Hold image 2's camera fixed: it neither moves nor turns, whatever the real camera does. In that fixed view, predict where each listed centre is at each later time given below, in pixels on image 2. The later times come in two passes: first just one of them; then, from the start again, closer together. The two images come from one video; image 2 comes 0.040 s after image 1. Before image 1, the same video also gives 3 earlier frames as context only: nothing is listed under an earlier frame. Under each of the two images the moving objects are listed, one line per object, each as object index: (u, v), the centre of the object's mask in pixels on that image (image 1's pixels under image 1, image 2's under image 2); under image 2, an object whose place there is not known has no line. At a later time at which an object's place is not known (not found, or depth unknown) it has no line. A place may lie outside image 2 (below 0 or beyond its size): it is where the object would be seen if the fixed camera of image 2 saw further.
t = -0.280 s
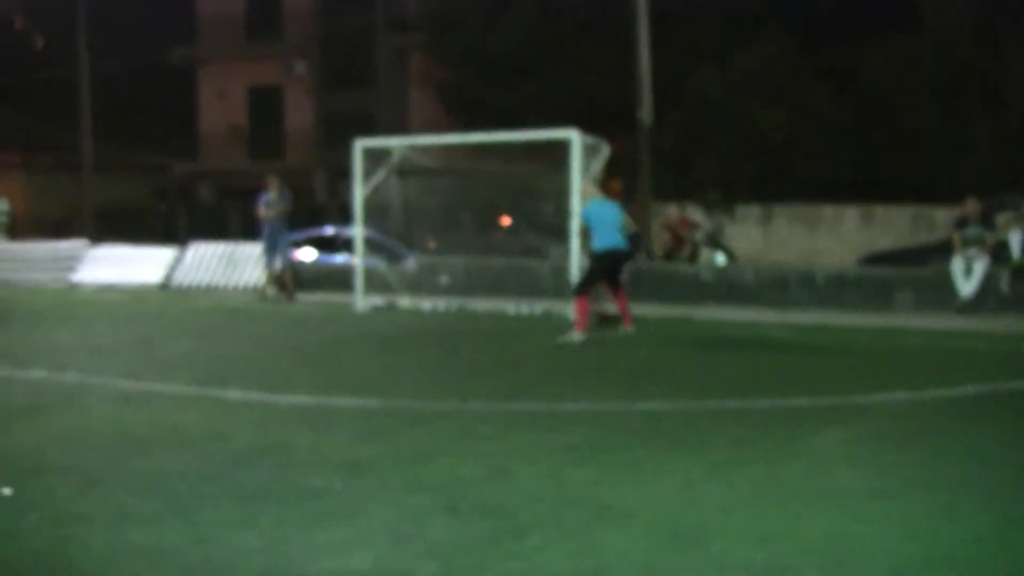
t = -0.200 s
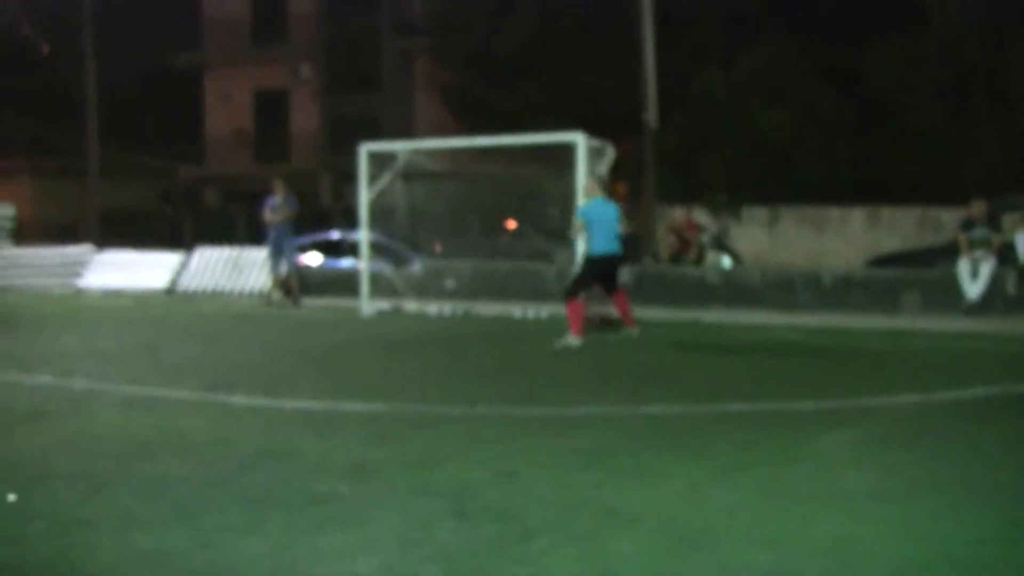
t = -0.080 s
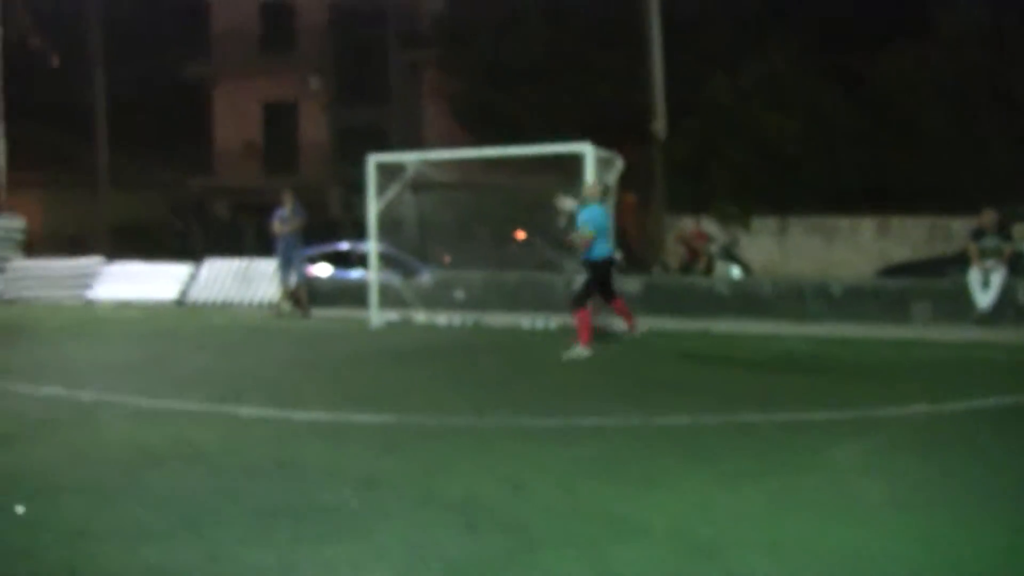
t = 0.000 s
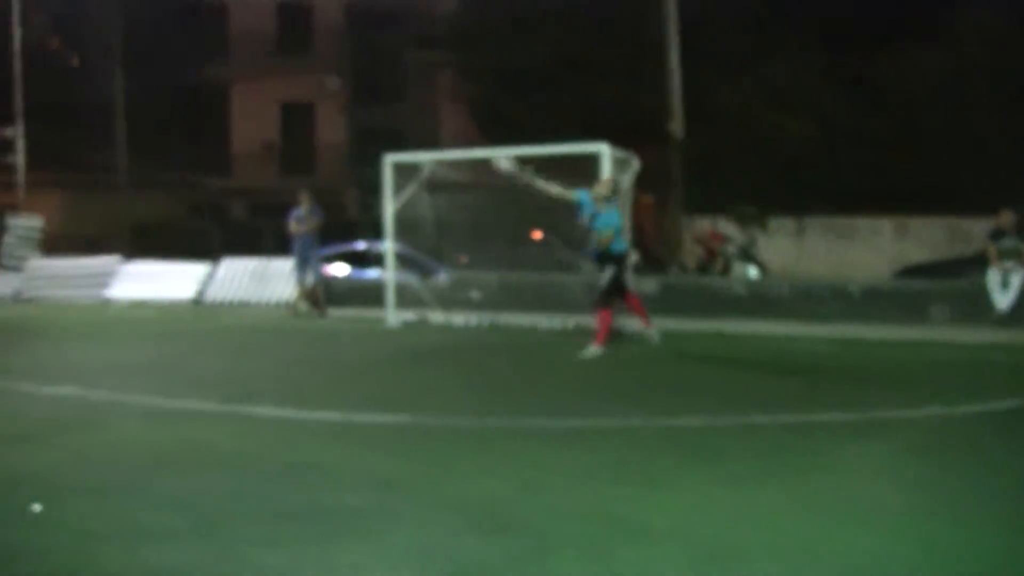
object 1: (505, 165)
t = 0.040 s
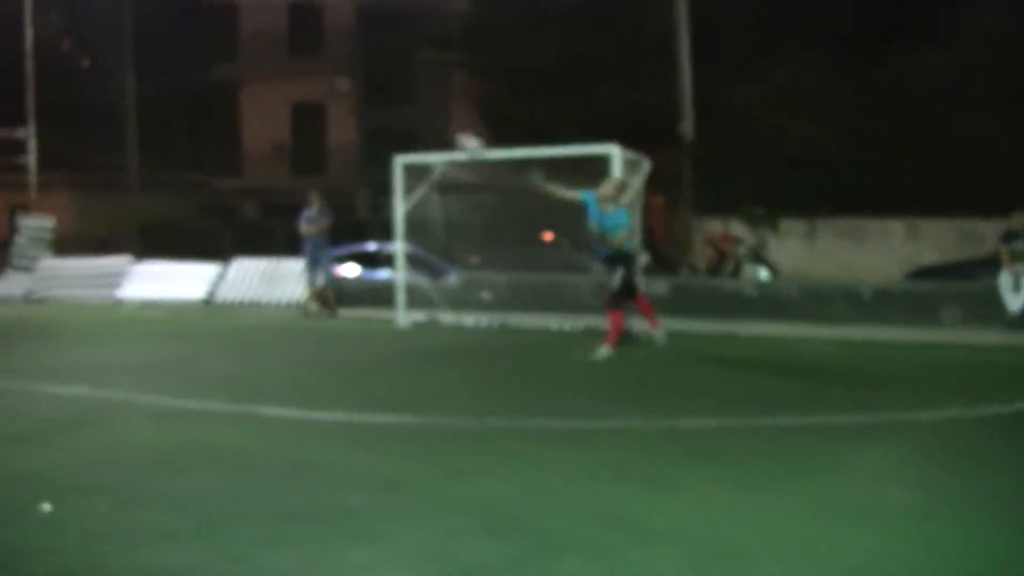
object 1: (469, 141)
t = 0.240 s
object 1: (195, 44)
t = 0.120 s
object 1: (373, 103)
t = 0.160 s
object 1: (318, 82)
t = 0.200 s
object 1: (257, 62)
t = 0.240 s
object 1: (195, 44)
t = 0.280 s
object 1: (125, 25)
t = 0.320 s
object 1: (53, 5)
